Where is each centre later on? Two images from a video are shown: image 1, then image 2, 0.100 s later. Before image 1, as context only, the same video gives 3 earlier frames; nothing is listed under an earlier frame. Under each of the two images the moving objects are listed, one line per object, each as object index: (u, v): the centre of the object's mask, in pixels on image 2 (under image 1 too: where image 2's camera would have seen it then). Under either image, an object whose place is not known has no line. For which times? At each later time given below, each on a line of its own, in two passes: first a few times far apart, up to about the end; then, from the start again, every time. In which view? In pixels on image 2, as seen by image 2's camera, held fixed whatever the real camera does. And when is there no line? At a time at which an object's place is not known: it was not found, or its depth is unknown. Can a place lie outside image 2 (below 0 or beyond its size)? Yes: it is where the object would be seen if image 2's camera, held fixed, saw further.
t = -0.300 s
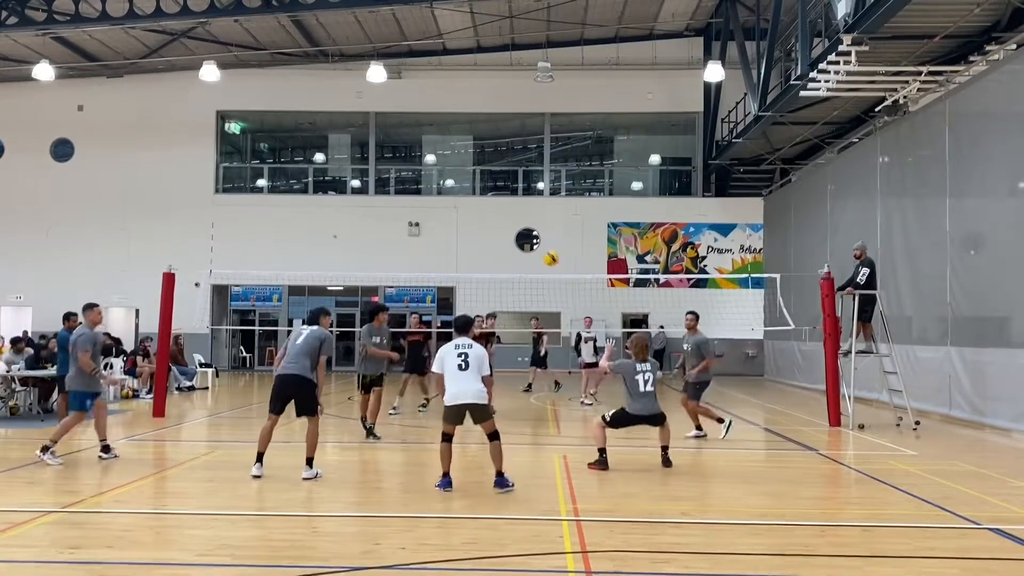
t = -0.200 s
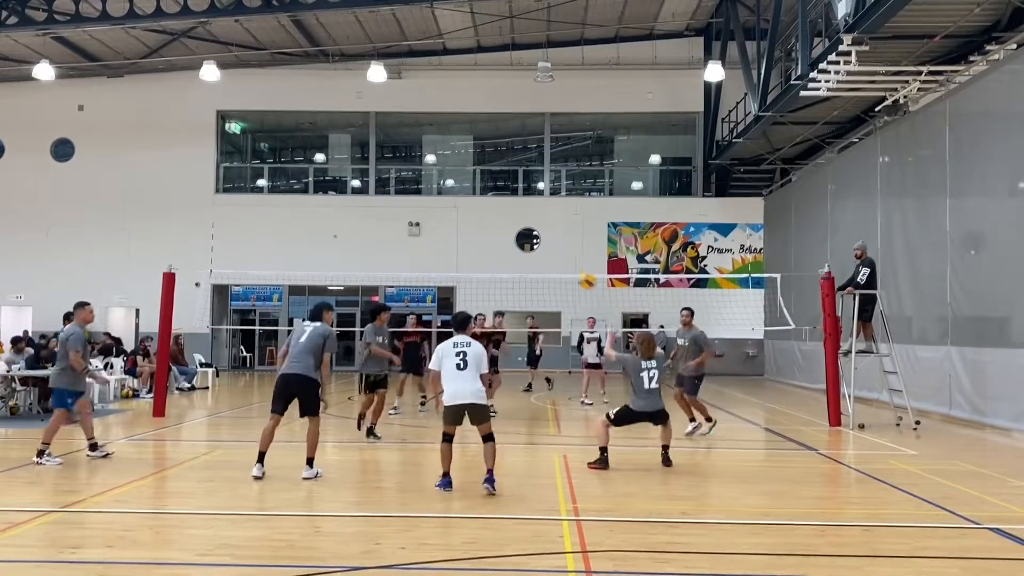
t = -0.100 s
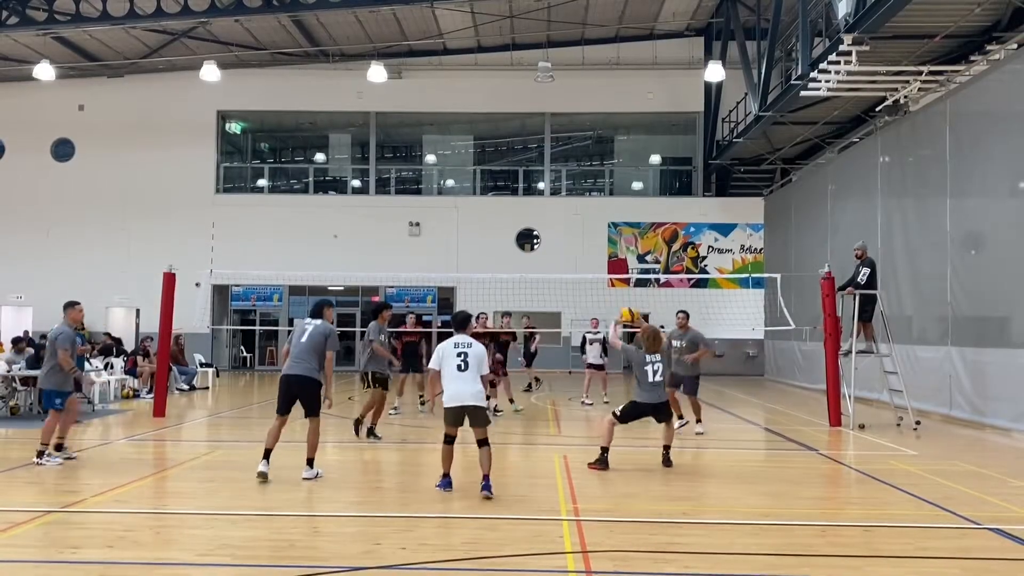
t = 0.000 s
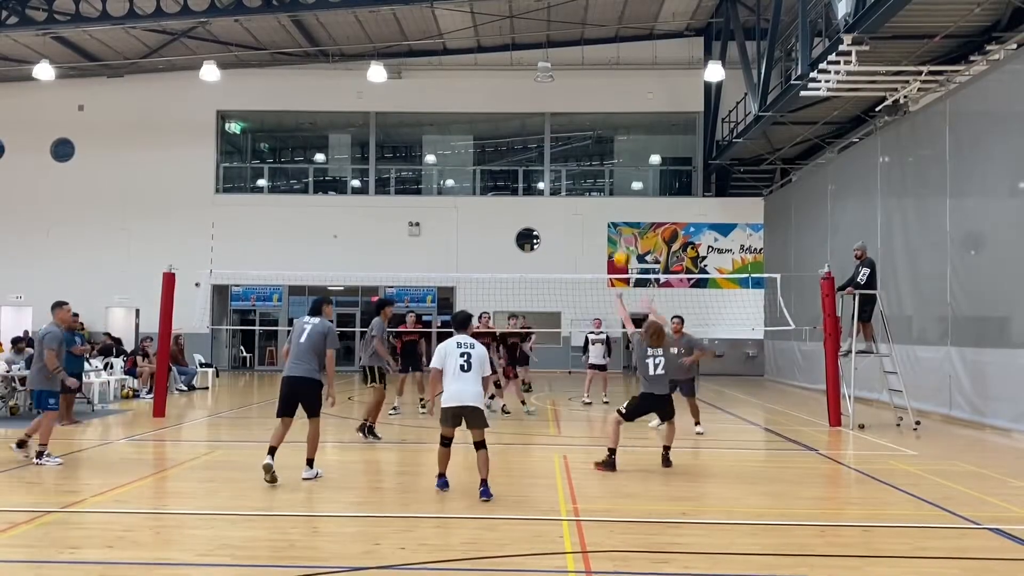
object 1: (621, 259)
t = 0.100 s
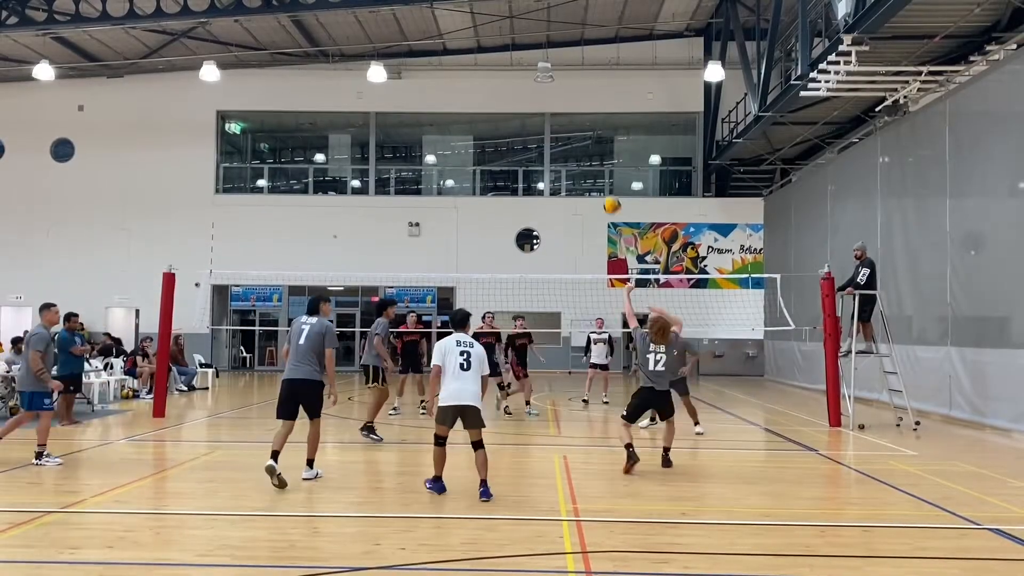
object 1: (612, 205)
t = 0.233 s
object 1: (599, 149)
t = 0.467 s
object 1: (577, 92)
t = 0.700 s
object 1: (555, 81)
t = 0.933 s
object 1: (535, 111)
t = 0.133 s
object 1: (609, 190)
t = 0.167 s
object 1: (605, 175)
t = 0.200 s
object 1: (602, 161)
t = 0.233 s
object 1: (599, 149)
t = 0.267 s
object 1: (597, 138)
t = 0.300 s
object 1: (593, 128)
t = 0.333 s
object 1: (590, 119)
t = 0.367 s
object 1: (587, 111)
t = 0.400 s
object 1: (583, 104)
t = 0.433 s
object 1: (580, 98)
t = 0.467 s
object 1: (577, 92)
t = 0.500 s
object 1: (574, 88)
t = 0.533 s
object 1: (570, 84)
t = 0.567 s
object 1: (567, 82)
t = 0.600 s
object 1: (564, 80)
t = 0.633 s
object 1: (562, 80)
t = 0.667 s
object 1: (558, 81)
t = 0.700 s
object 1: (555, 81)
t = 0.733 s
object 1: (552, 83)
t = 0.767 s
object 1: (549, 85)
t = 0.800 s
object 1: (546, 88)
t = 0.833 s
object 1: (544, 93)
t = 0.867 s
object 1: (541, 98)
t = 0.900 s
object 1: (538, 104)
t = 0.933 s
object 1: (535, 111)
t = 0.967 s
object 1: (532, 118)
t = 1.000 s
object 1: (529, 126)
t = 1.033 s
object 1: (527, 134)
